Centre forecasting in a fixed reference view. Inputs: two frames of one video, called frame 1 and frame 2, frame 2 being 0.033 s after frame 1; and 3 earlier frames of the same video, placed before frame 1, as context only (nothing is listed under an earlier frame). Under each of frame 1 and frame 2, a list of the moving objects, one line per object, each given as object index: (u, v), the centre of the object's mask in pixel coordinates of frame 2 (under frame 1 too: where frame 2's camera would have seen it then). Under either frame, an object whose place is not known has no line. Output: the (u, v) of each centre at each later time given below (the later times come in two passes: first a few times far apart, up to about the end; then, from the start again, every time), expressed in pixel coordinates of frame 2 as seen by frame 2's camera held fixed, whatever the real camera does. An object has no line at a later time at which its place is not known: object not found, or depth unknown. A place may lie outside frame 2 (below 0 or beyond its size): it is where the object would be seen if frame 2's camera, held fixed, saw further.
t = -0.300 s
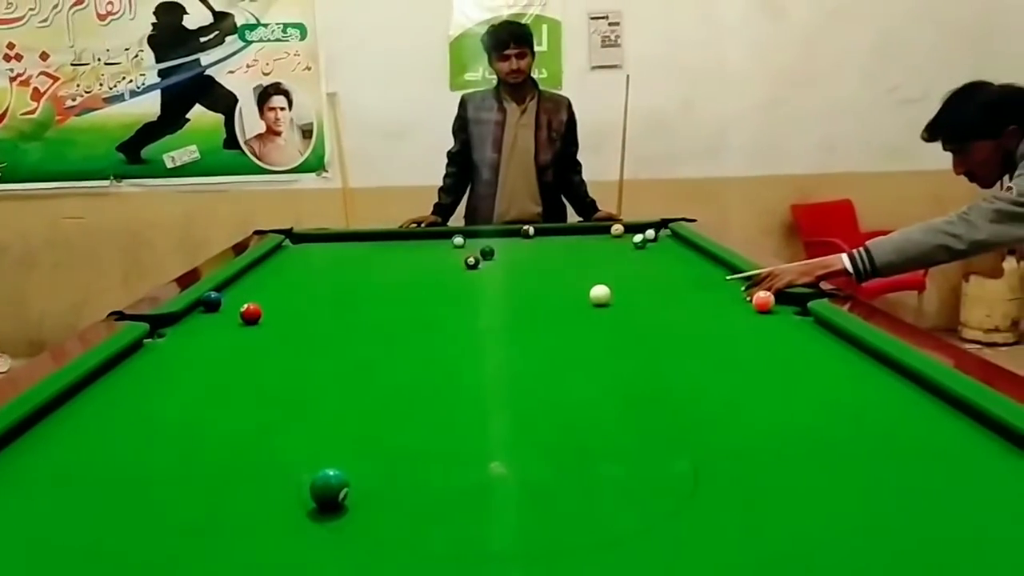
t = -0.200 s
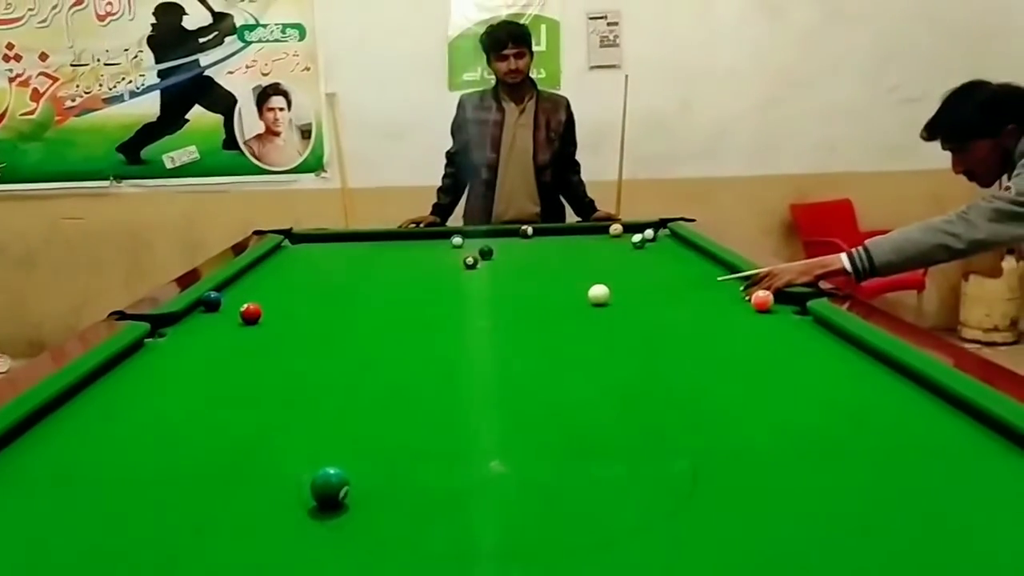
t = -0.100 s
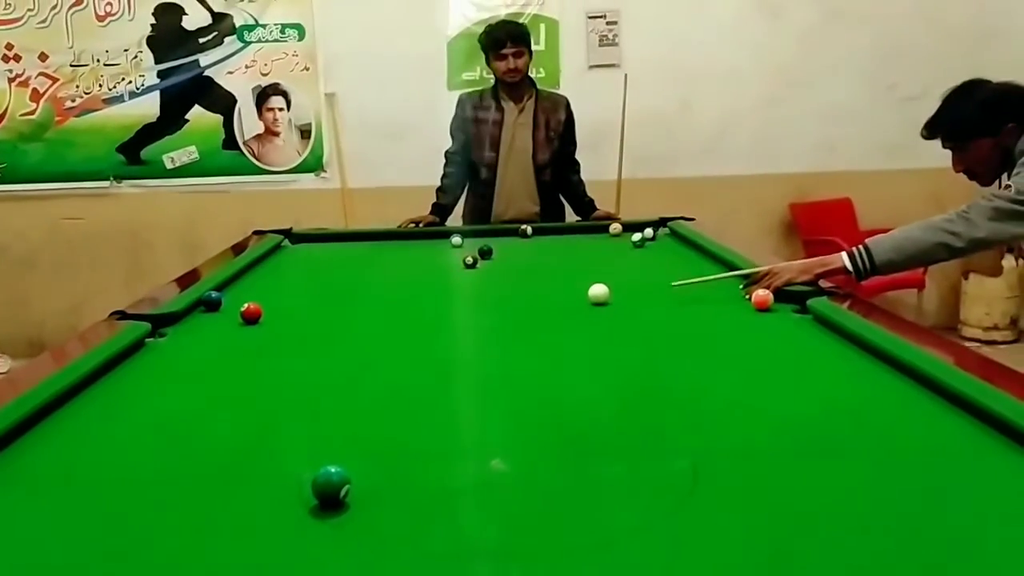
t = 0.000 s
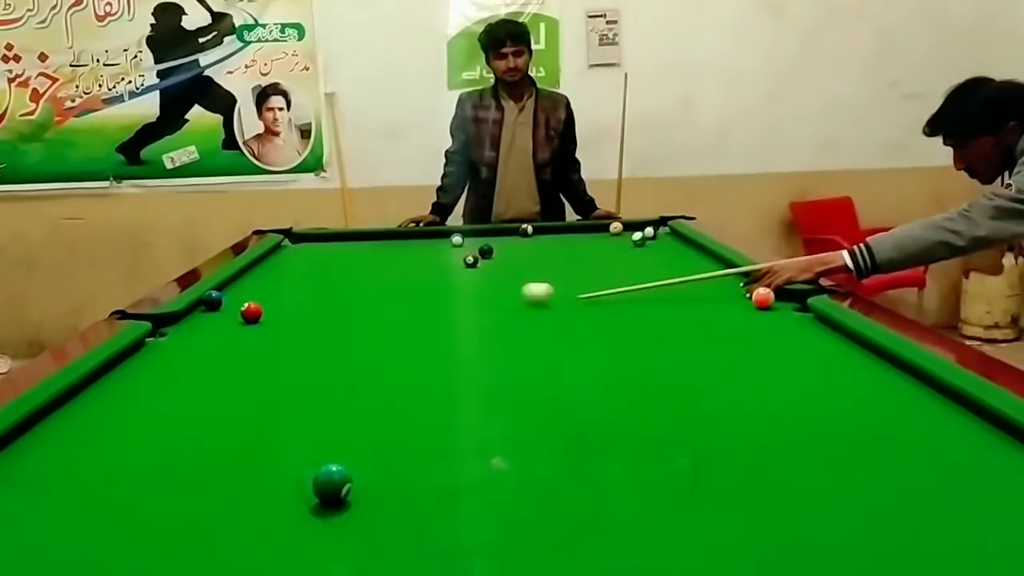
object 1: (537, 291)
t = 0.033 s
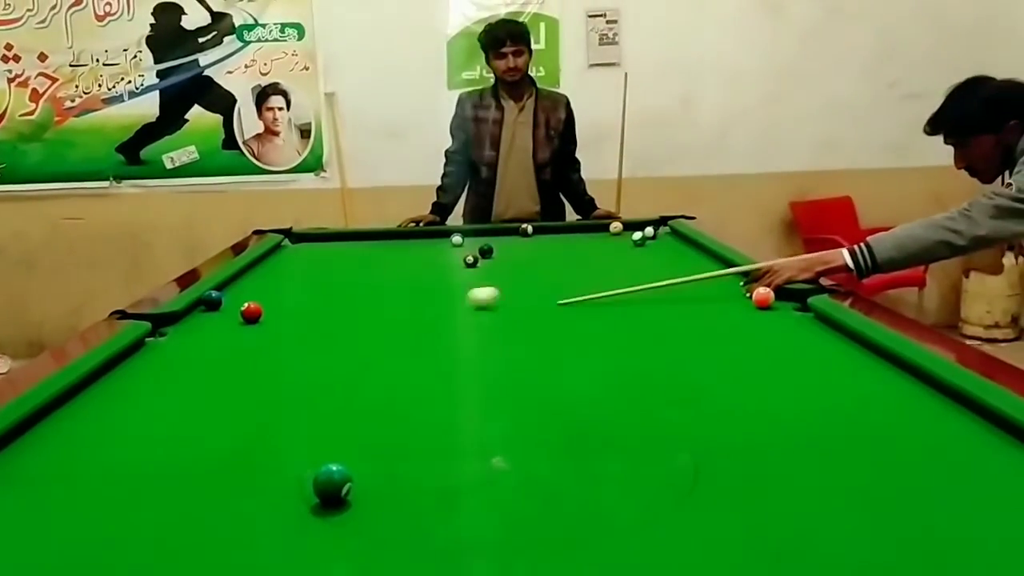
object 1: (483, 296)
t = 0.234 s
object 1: (258, 302)
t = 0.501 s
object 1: (236, 287)
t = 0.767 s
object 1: (289, 276)
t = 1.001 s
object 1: (329, 267)
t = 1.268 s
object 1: (368, 258)
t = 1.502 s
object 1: (398, 252)
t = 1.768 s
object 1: (430, 246)
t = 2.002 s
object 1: (454, 241)
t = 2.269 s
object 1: (470, 240)
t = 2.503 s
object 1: (482, 239)
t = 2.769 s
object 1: (494, 237)
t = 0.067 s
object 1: (430, 297)
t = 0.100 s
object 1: (377, 302)
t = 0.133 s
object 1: (324, 303)
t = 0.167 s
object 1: (274, 307)
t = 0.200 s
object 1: (265, 303)
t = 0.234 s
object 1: (258, 302)
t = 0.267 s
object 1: (250, 300)
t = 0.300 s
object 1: (242, 298)
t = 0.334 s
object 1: (234, 296)
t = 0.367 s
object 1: (229, 294)
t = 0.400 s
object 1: (224, 292)
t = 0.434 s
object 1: (221, 290)
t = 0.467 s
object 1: (229, 289)
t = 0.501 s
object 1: (236, 287)
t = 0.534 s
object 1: (243, 286)
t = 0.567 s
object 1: (250, 284)
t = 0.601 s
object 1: (257, 283)
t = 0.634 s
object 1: (264, 281)
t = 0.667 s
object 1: (270, 280)
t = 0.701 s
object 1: (277, 278)
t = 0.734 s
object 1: (283, 277)
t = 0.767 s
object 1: (289, 276)
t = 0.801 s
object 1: (295, 274)
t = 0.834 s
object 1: (301, 273)
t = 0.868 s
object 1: (307, 272)
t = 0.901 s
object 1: (313, 270)
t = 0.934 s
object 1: (318, 269)
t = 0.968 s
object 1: (324, 268)
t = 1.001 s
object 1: (329, 267)
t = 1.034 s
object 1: (334, 266)
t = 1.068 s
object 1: (339, 264)
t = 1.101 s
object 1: (344, 263)
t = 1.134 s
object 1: (349, 262)
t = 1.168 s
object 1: (354, 261)
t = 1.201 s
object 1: (359, 260)
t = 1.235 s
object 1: (364, 259)
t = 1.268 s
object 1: (368, 258)
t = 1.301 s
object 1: (373, 257)
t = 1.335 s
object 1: (377, 256)
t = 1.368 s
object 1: (382, 255)
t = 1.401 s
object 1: (386, 255)
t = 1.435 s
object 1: (390, 253)
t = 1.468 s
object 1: (394, 253)
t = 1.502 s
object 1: (398, 252)
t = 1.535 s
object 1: (403, 250)
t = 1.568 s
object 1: (407, 250)
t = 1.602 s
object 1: (411, 249)
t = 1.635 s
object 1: (415, 249)
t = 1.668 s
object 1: (419, 248)
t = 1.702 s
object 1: (422, 247)
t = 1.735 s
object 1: (426, 246)
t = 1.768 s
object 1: (430, 246)
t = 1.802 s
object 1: (433, 245)
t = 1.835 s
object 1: (437, 244)
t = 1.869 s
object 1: (440, 243)
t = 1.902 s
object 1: (444, 243)
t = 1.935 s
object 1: (447, 242)
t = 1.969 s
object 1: (450, 242)
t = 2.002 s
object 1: (454, 241)
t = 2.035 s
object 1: (457, 241)
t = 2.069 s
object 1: (459, 240)
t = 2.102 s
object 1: (461, 240)
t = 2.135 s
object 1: (463, 239)
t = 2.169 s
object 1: (465, 239)
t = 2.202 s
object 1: (467, 240)
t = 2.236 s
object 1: (469, 240)
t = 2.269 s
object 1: (470, 240)
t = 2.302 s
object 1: (472, 240)
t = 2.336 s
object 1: (474, 239)
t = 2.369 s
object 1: (476, 239)
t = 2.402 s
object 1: (477, 239)
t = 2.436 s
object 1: (479, 239)
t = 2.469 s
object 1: (480, 239)
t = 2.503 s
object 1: (482, 239)
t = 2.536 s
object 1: (484, 239)
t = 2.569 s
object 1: (485, 239)
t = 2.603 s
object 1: (486, 238)
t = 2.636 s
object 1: (488, 238)
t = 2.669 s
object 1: (490, 238)
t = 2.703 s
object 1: (491, 238)
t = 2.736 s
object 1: (492, 238)
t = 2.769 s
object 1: (494, 237)
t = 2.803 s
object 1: (495, 237)
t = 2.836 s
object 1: (496, 238)
